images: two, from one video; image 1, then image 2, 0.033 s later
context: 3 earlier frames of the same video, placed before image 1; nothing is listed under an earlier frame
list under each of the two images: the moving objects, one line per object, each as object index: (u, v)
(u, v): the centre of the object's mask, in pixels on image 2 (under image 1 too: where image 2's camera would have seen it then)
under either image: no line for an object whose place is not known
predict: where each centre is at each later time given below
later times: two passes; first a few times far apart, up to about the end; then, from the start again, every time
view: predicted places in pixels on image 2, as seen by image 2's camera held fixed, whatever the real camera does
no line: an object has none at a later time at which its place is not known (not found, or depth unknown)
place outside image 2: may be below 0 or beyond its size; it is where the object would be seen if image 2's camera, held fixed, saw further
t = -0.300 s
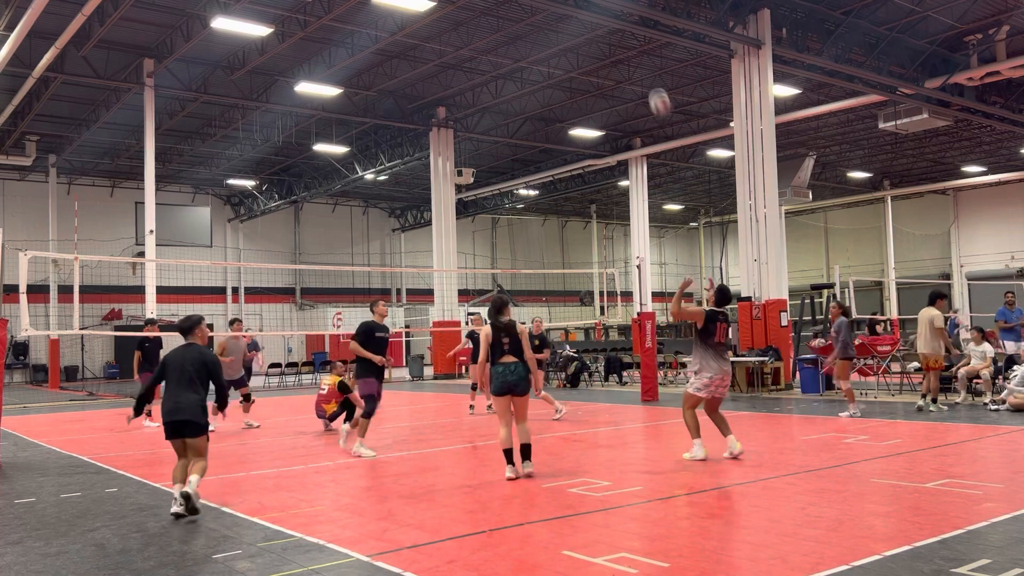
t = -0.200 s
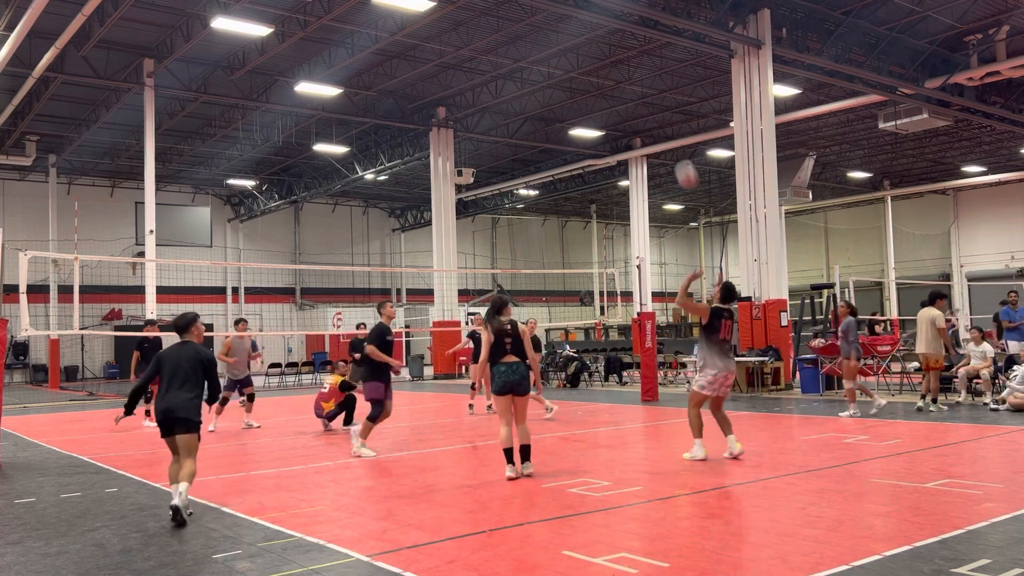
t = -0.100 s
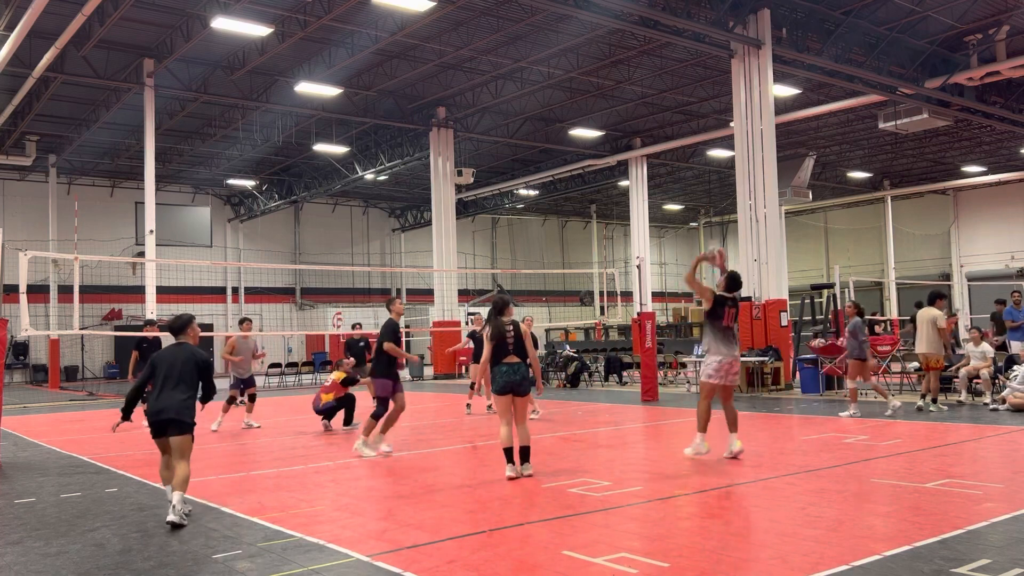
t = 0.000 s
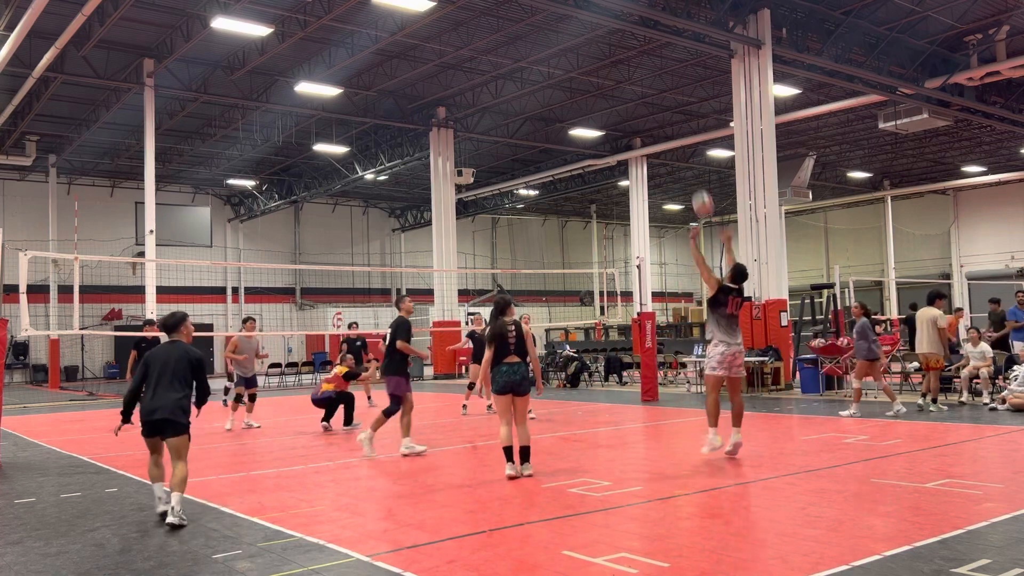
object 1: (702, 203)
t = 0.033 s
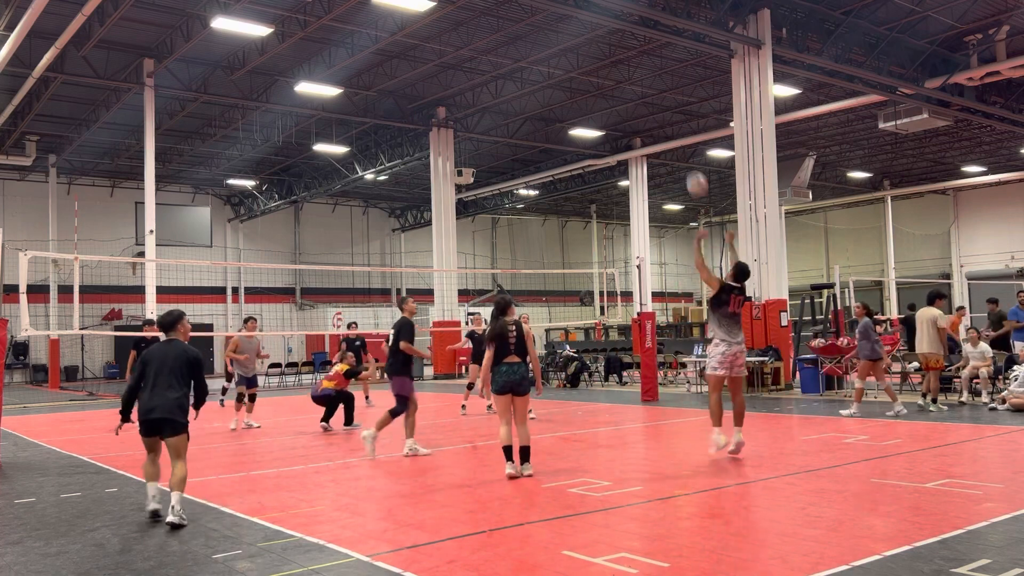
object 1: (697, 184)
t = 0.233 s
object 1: (666, 99)
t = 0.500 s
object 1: (634, 51)
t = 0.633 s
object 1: (622, 51)
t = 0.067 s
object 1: (691, 167)
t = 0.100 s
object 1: (686, 152)
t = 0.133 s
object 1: (680, 134)
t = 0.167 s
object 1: (676, 123)
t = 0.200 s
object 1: (671, 110)
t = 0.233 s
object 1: (666, 99)
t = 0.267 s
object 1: (662, 89)
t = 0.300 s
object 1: (657, 81)
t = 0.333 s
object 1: (653, 73)
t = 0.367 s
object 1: (649, 67)
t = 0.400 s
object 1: (645, 62)
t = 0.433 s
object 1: (641, 57)
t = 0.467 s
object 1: (638, 54)
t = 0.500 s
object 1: (634, 51)
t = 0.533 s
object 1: (631, 50)
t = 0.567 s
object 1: (628, 50)
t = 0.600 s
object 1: (625, 50)
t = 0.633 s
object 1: (622, 51)
